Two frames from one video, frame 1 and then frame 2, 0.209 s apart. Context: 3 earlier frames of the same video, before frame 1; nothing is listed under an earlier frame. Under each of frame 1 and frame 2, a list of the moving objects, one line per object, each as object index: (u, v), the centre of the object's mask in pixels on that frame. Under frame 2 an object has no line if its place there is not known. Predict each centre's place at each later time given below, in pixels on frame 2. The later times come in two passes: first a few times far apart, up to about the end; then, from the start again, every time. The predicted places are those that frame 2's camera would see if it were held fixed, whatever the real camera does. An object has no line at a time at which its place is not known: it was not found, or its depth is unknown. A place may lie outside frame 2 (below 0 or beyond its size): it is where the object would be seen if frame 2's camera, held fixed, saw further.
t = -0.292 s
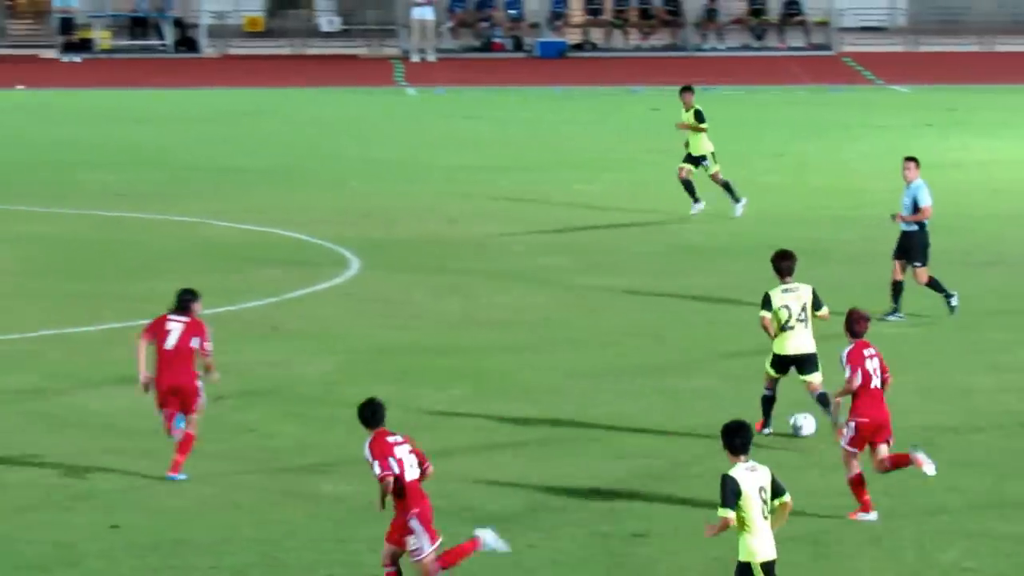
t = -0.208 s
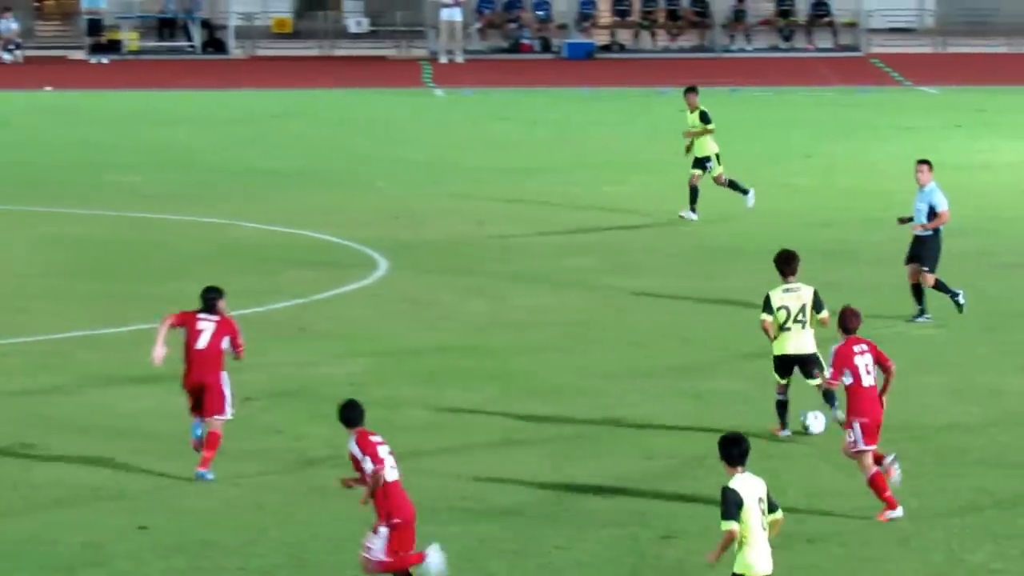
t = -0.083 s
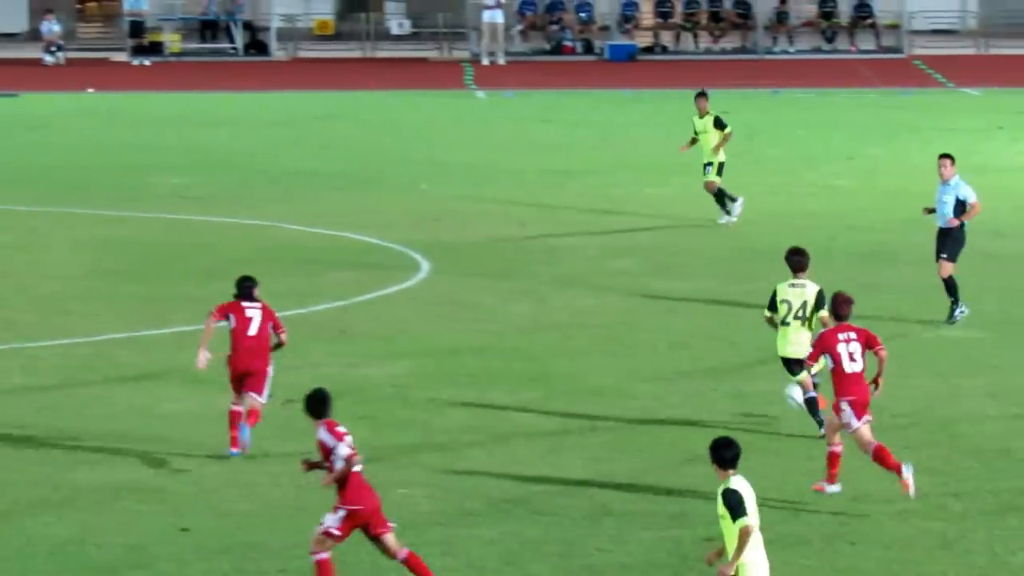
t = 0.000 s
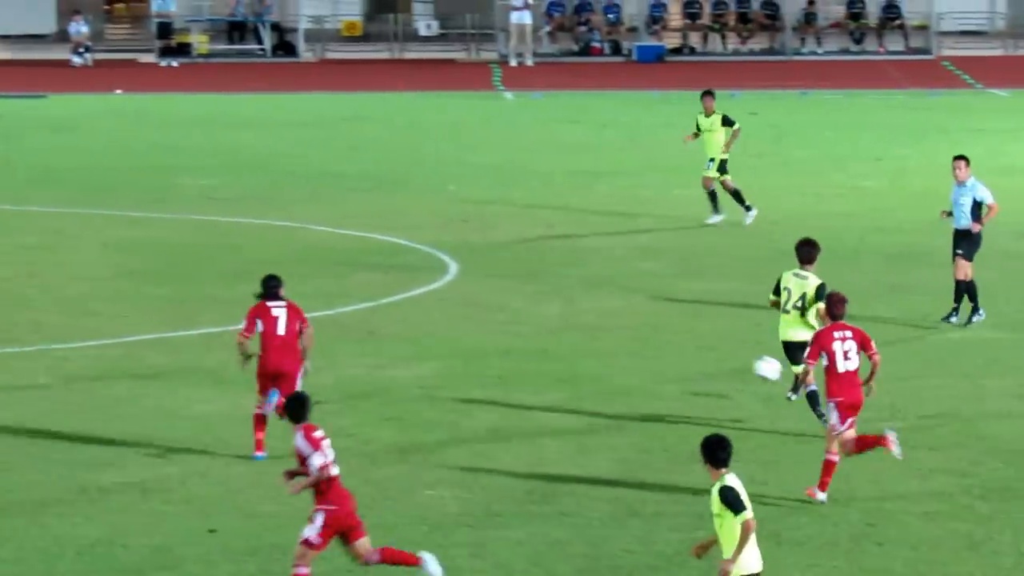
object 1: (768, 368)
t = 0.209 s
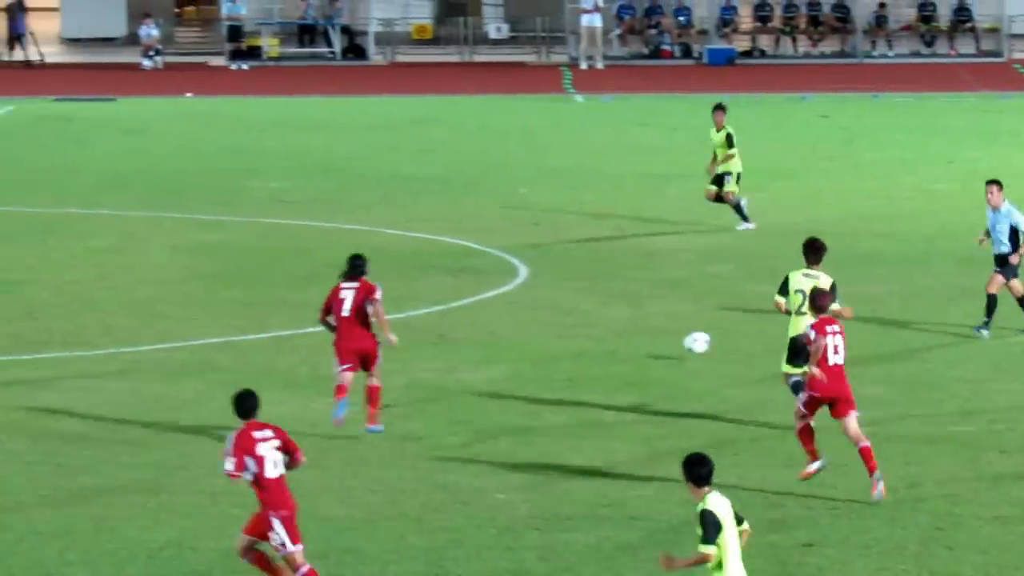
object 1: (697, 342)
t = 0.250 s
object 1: (671, 342)
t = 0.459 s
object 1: (559, 301)
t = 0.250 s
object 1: (671, 342)
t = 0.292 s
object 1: (647, 332)
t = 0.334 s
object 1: (624, 320)
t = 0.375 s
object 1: (602, 311)
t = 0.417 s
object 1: (580, 305)
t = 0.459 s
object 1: (559, 301)
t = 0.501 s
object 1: (538, 298)
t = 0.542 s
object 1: (518, 297)
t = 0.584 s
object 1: (500, 287)
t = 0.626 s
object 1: (481, 278)
